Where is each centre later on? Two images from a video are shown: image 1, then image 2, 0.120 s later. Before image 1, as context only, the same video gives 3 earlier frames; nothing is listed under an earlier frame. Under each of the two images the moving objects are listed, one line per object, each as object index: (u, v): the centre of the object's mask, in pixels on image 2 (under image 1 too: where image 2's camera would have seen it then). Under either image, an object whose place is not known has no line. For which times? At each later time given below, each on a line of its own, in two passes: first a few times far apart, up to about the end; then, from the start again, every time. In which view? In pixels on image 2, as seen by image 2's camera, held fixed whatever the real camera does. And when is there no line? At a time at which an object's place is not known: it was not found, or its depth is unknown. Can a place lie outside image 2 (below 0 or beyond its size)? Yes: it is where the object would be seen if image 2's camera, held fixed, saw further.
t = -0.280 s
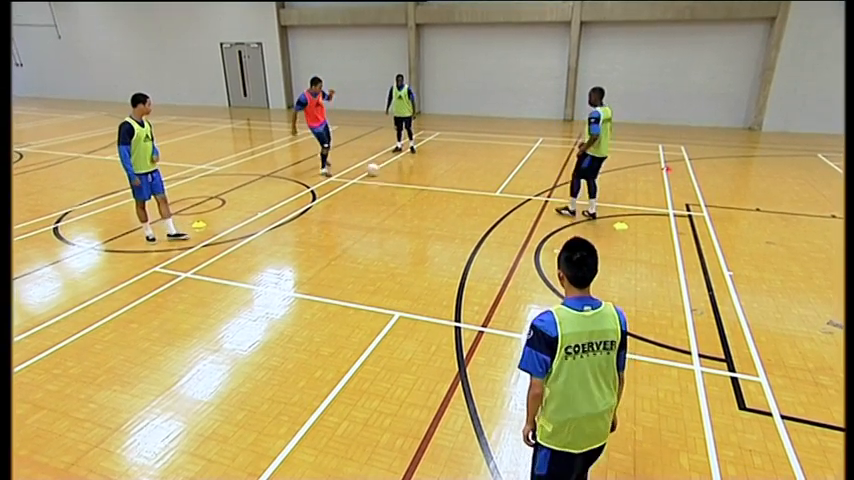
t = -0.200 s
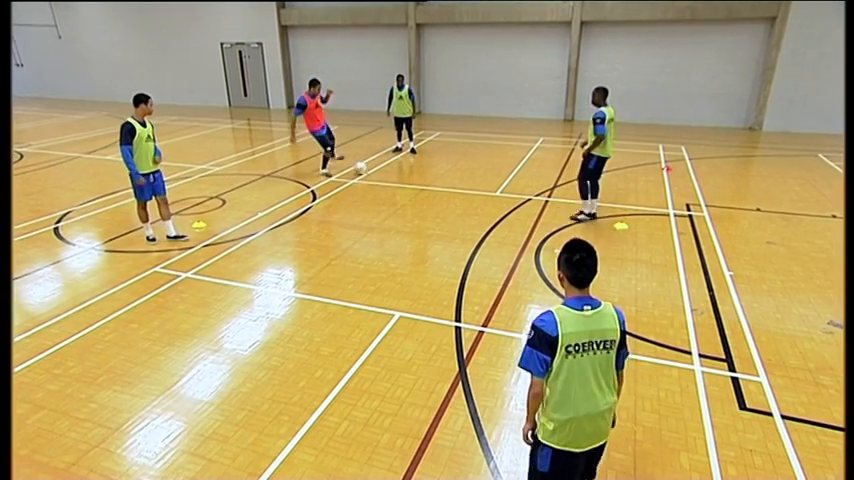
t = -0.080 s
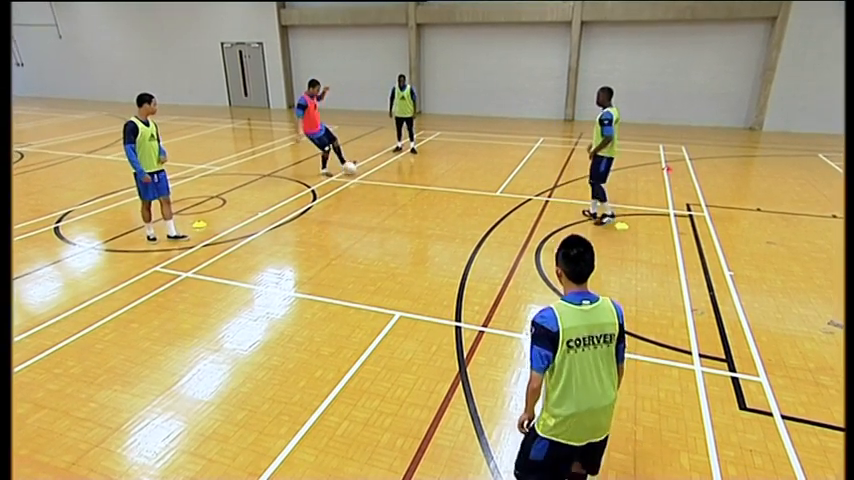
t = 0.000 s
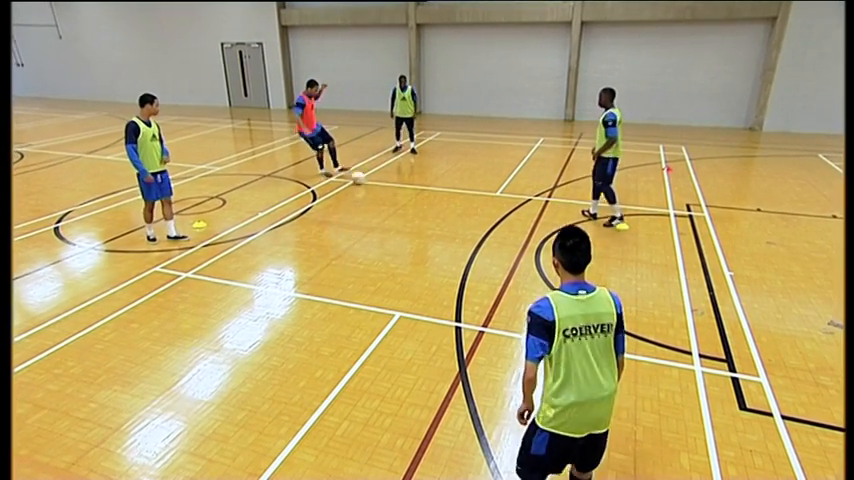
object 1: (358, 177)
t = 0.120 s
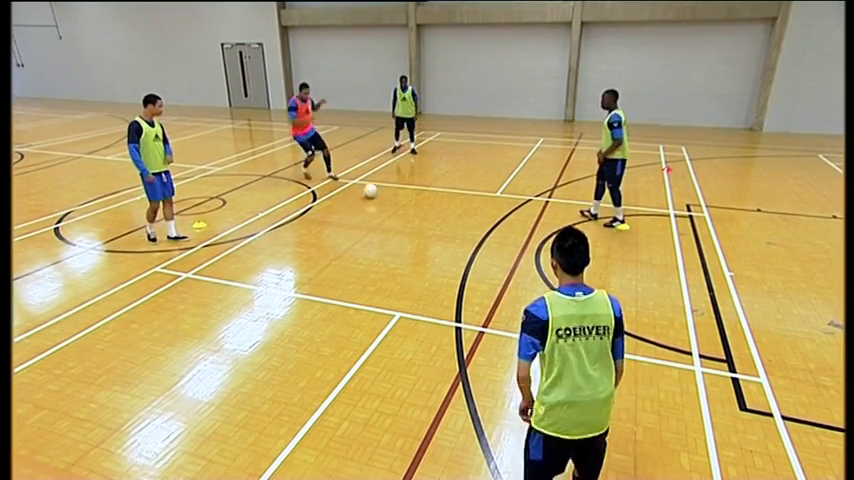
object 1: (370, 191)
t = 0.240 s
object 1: (382, 205)
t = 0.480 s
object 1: (408, 237)
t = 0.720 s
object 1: (433, 276)
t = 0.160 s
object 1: (374, 195)
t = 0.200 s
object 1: (378, 200)
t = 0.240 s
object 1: (382, 205)
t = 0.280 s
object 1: (387, 210)
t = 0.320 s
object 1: (391, 215)
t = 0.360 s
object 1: (394, 221)
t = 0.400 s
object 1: (399, 226)
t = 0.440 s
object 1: (405, 232)
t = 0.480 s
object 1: (408, 237)
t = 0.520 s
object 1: (413, 243)
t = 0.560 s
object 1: (417, 250)
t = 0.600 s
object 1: (421, 256)
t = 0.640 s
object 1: (425, 263)
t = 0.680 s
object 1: (429, 269)
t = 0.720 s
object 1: (433, 276)
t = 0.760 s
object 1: (437, 283)
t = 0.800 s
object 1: (441, 290)
